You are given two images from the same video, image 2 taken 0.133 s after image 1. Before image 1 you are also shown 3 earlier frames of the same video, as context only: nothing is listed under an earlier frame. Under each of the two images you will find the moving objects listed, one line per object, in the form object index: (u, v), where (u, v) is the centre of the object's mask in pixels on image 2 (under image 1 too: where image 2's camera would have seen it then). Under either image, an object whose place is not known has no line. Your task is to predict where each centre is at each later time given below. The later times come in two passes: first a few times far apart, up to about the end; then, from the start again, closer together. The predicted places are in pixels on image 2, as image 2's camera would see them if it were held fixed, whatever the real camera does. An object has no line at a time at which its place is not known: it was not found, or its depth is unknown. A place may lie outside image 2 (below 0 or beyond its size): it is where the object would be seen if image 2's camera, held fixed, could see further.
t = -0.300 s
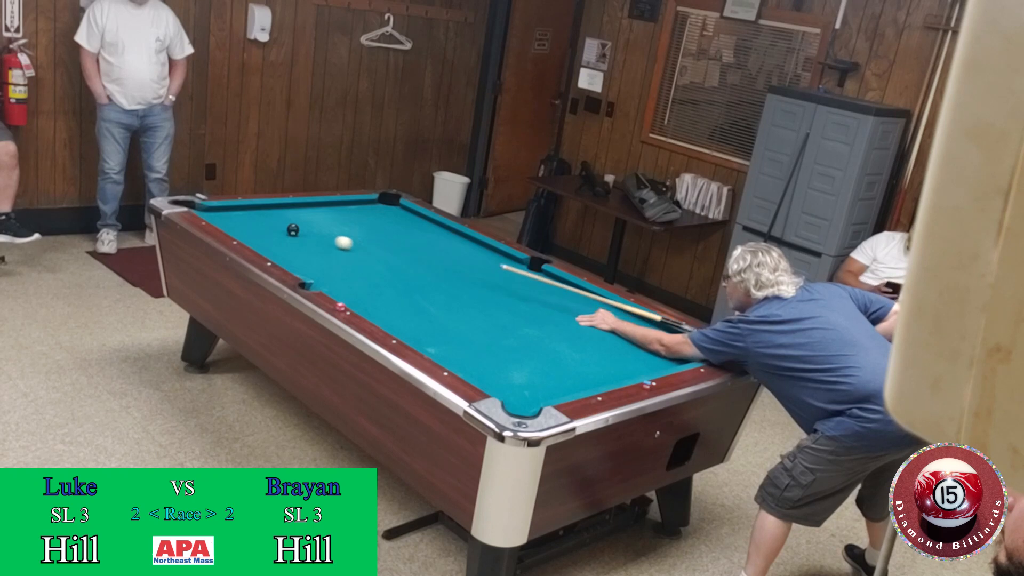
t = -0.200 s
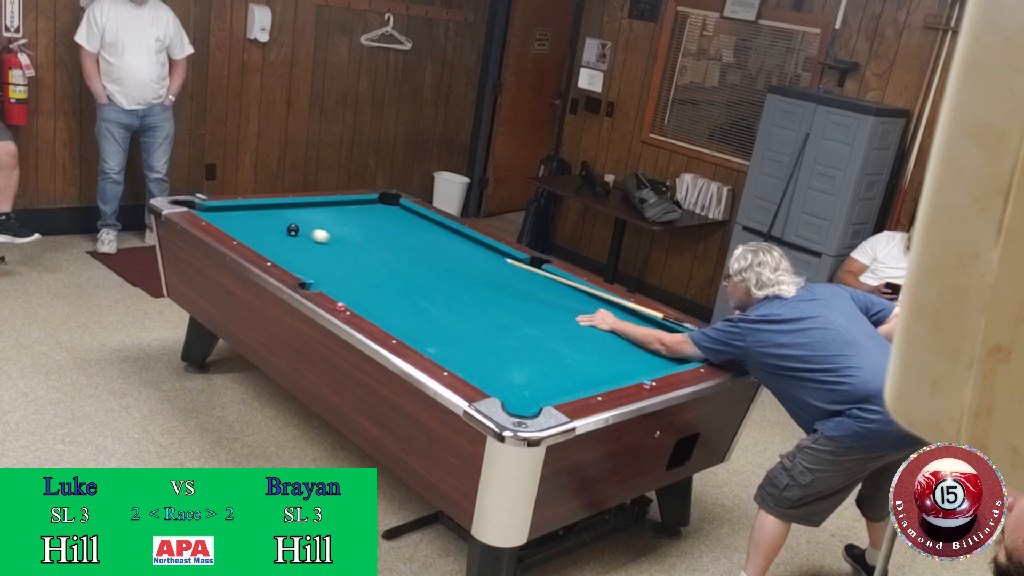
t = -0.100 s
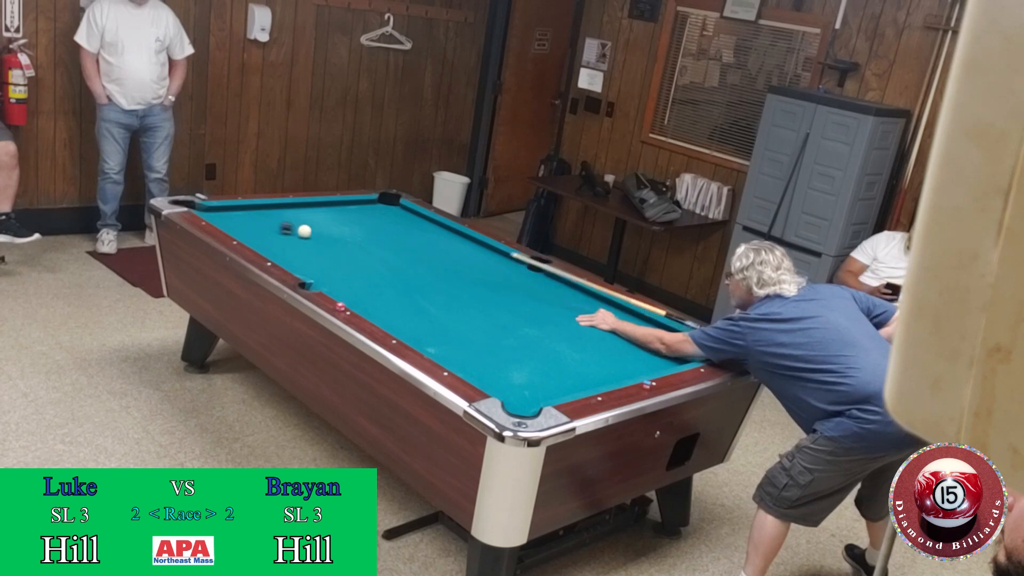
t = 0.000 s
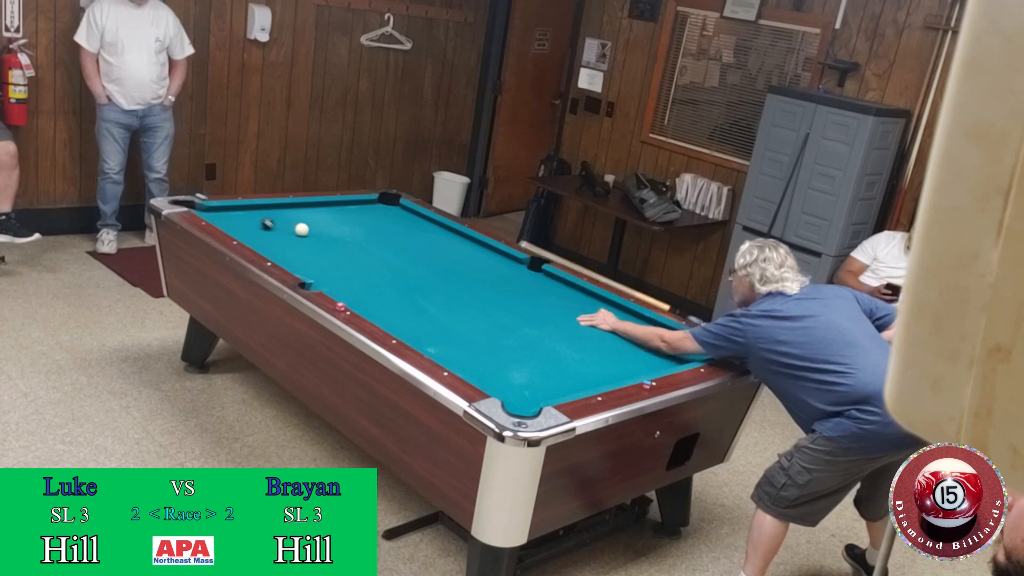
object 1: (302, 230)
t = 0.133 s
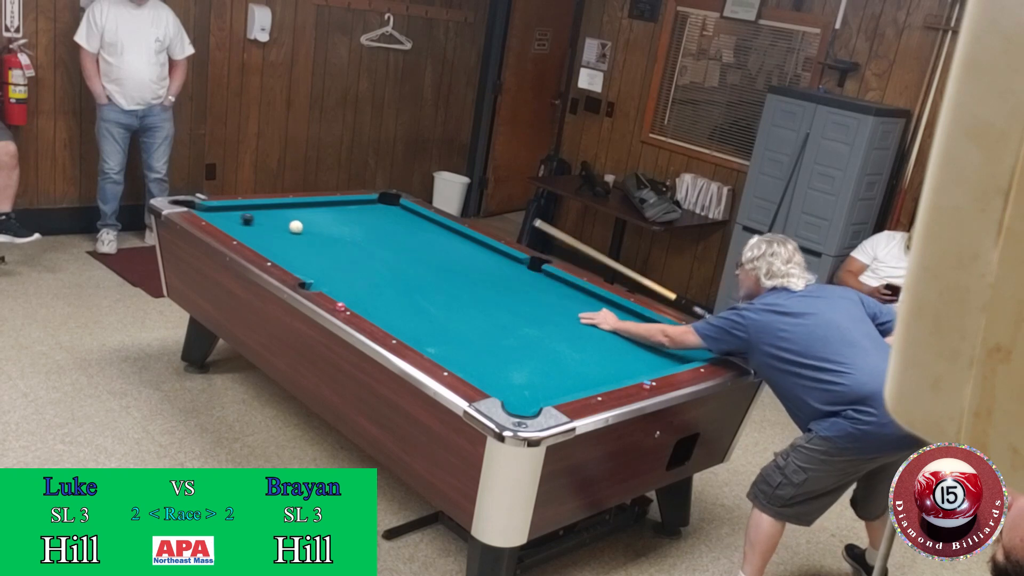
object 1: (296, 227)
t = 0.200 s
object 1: (293, 226)
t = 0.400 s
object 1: (285, 222)
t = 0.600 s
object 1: (279, 219)
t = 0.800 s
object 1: (273, 216)
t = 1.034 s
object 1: (266, 212)
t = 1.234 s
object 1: (262, 210)
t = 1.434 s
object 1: (258, 208)
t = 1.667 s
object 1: (257, 207)
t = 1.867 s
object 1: (258, 208)
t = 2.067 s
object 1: (259, 209)
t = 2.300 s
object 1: (260, 210)
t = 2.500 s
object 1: (260, 210)
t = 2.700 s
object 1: (260, 211)
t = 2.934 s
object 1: (261, 211)
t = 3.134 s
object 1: (261, 211)
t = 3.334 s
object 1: (261, 211)
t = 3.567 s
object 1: (261, 211)
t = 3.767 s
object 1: (261, 211)
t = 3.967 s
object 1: (261, 211)
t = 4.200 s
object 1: (261, 211)
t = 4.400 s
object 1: (261, 211)
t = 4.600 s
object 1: (261, 211)
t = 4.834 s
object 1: (261, 211)
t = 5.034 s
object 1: (261, 211)
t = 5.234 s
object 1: (261, 211)
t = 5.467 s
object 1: (261, 211)
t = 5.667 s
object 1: (261, 211)
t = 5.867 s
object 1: (261, 211)
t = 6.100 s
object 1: (261, 211)
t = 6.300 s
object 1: (261, 211)
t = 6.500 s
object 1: (261, 211)
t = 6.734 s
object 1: (261, 211)
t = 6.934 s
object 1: (261, 211)
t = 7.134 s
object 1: (261, 211)
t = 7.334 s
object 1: (261, 211)
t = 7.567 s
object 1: (261, 211)
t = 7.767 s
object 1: (261, 211)
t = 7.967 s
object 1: (261, 211)
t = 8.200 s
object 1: (261, 211)
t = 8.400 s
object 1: (261, 211)
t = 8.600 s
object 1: (261, 211)
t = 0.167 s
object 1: (294, 227)
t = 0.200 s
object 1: (293, 226)
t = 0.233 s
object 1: (292, 225)
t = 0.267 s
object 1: (290, 225)
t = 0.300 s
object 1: (289, 224)
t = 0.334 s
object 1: (288, 223)
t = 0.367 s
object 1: (286, 223)
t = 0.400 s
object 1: (285, 222)
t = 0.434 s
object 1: (284, 222)
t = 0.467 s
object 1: (283, 221)
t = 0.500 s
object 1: (282, 220)
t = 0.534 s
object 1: (281, 220)
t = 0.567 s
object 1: (280, 219)
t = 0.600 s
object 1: (279, 219)
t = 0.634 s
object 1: (278, 218)
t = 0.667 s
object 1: (277, 218)
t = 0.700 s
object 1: (276, 217)
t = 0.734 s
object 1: (275, 217)
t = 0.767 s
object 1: (274, 216)
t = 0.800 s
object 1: (273, 216)
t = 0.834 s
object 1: (272, 215)
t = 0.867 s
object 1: (271, 215)
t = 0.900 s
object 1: (270, 214)
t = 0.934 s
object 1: (269, 214)
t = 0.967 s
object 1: (268, 213)
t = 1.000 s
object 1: (267, 213)
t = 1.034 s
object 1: (266, 212)
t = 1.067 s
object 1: (266, 212)
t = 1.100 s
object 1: (265, 212)
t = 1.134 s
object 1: (264, 211)
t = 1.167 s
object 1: (263, 211)
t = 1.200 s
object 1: (263, 210)
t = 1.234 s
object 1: (262, 210)
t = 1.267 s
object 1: (261, 210)
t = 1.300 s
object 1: (261, 209)
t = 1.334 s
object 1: (260, 209)
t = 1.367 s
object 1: (260, 209)
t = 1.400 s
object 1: (259, 208)
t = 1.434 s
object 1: (258, 208)
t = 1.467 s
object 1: (258, 207)
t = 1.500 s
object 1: (257, 207)
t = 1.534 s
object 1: (257, 207)
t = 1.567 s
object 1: (256, 207)
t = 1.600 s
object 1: (257, 207)
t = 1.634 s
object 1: (257, 207)
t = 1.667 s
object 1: (257, 207)
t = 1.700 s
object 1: (257, 207)
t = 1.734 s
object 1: (257, 207)
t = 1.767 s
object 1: (258, 208)
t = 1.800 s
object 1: (258, 208)
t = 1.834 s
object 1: (258, 208)
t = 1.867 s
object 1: (258, 208)
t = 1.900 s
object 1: (258, 208)
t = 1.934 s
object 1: (258, 208)
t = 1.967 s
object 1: (258, 209)
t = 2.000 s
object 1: (259, 209)
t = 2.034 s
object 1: (259, 209)
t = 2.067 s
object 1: (259, 209)
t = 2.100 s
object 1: (259, 209)
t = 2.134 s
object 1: (259, 209)
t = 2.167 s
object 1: (259, 209)
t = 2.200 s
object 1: (259, 209)
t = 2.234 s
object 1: (259, 210)
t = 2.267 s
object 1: (260, 210)
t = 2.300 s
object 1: (260, 210)
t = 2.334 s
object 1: (260, 210)
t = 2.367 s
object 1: (260, 210)
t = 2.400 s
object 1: (260, 210)
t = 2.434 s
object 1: (260, 210)
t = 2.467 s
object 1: (260, 210)
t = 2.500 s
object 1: (260, 210)
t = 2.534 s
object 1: (260, 210)
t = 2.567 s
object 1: (260, 210)
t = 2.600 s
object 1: (260, 210)
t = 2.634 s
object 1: (260, 210)
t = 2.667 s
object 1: (260, 210)
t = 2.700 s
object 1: (260, 211)
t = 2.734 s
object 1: (260, 211)
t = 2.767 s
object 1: (260, 211)
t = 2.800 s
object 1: (260, 211)
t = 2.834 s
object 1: (260, 211)
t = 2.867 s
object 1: (260, 211)
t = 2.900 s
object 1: (261, 211)
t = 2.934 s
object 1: (261, 211)
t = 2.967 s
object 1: (261, 211)
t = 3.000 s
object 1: (261, 211)
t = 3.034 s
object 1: (261, 211)
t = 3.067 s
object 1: (261, 211)
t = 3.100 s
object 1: (261, 211)
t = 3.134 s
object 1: (261, 211)
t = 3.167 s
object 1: (261, 211)
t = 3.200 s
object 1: (261, 211)
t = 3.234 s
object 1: (261, 211)
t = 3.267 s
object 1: (261, 211)
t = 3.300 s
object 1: (261, 211)
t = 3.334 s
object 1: (261, 211)
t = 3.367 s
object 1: (261, 211)
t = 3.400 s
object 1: (261, 211)
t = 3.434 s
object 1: (261, 211)
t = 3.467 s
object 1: (261, 211)
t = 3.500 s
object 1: (261, 211)
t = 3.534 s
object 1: (261, 211)
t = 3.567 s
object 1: (261, 211)
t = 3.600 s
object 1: (261, 211)
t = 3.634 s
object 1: (261, 211)
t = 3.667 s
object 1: (261, 211)
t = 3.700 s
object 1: (261, 211)
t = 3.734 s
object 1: (261, 211)
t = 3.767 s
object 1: (261, 211)
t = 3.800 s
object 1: (261, 211)
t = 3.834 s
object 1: (261, 211)
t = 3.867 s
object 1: (261, 211)
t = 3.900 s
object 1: (261, 211)
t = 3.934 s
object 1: (261, 211)
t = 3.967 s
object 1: (261, 211)
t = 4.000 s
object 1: (261, 211)
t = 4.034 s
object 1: (261, 211)
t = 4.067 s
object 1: (261, 211)
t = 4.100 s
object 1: (261, 211)
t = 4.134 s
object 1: (261, 211)
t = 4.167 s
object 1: (261, 211)
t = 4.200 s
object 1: (261, 211)
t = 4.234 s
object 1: (261, 211)
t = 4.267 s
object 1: (261, 211)
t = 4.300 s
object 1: (261, 211)
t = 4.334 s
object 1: (261, 211)
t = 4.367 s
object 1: (261, 211)
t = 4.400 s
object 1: (261, 211)
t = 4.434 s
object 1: (261, 211)
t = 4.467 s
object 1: (261, 211)
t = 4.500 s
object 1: (261, 211)
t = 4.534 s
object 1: (261, 211)
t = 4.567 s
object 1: (261, 211)
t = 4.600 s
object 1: (261, 211)
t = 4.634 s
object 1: (261, 211)
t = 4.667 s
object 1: (261, 211)
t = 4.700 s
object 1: (261, 211)
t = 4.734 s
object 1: (261, 211)
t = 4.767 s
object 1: (261, 211)
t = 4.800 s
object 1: (261, 211)
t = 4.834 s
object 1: (261, 211)
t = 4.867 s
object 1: (261, 211)
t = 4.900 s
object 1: (261, 211)
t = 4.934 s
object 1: (261, 211)
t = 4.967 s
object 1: (261, 211)
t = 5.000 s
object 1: (261, 211)
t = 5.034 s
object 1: (261, 211)
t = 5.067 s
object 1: (261, 211)
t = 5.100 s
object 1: (261, 211)
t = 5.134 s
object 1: (261, 211)
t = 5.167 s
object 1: (261, 211)
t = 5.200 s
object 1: (261, 211)
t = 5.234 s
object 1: (261, 211)
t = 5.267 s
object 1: (261, 211)
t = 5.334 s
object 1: (261, 211)
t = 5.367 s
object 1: (261, 211)
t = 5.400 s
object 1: (261, 211)
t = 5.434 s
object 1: (261, 211)
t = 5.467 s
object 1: (261, 211)
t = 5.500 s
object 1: (261, 211)
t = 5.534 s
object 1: (261, 211)
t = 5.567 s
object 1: (261, 211)
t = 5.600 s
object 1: (261, 211)
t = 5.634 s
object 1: (261, 211)
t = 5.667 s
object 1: (261, 211)
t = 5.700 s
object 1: (261, 211)
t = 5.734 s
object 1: (261, 211)
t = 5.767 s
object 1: (261, 211)
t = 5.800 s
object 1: (261, 211)
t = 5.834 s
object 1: (261, 211)
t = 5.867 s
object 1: (261, 211)
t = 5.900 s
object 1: (261, 211)
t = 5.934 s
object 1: (261, 211)
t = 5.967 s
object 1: (261, 211)
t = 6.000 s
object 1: (261, 211)
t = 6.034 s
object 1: (261, 211)
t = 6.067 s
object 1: (261, 211)
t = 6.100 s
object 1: (261, 211)
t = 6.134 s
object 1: (261, 211)
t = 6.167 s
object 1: (261, 211)
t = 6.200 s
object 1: (261, 211)
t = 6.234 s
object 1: (261, 211)
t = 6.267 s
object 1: (261, 211)
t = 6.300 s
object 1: (261, 211)
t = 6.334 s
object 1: (261, 211)
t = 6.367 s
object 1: (261, 211)
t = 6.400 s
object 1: (261, 211)
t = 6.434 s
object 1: (261, 211)
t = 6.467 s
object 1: (261, 211)
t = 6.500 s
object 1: (261, 211)
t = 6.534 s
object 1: (261, 211)
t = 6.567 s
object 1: (261, 211)
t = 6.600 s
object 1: (261, 211)
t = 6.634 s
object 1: (261, 211)
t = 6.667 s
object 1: (261, 211)
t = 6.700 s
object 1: (261, 211)
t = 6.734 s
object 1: (261, 211)
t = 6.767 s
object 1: (261, 211)
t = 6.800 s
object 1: (261, 211)
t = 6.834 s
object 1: (261, 211)
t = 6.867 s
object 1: (261, 211)
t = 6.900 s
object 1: (261, 211)
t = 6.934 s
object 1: (261, 211)
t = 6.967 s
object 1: (261, 211)
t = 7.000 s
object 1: (261, 211)
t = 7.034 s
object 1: (261, 211)
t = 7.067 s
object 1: (261, 211)
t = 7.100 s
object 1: (261, 211)
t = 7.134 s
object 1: (261, 211)
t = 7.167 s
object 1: (261, 211)
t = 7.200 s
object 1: (261, 211)
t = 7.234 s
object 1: (261, 211)
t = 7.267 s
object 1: (261, 211)
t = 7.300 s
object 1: (261, 211)
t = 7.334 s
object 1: (261, 211)
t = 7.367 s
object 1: (261, 211)
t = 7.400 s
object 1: (261, 211)
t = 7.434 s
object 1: (261, 211)
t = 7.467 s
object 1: (261, 211)
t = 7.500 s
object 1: (261, 211)
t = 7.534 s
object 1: (261, 211)
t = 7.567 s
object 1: (261, 211)
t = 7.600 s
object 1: (261, 211)
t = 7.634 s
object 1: (261, 211)
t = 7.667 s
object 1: (261, 211)
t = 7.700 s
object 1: (261, 211)
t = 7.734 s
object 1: (261, 211)
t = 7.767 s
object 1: (261, 211)
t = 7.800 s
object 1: (261, 211)
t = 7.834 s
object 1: (261, 211)
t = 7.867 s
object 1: (261, 211)
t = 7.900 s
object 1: (261, 211)
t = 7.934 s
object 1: (261, 211)
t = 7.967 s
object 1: (261, 211)
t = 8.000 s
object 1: (261, 211)
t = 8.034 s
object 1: (261, 211)
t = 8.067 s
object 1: (261, 211)
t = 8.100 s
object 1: (261, 211)
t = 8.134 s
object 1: (261, 211)
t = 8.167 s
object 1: (261, 211)
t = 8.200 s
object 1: (261, 211)
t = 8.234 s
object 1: (261, 211)
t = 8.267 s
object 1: (261, 211)
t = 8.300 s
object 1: (261, 211)
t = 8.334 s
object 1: (261, 211)
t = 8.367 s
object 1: (261, 211)
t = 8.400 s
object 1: (261, 211)
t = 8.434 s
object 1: (261, 211)
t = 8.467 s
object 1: (261, 211)
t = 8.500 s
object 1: (261, 211)
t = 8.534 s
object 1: (261, 211)
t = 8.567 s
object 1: (261, 211)
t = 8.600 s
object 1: (261, 211)
